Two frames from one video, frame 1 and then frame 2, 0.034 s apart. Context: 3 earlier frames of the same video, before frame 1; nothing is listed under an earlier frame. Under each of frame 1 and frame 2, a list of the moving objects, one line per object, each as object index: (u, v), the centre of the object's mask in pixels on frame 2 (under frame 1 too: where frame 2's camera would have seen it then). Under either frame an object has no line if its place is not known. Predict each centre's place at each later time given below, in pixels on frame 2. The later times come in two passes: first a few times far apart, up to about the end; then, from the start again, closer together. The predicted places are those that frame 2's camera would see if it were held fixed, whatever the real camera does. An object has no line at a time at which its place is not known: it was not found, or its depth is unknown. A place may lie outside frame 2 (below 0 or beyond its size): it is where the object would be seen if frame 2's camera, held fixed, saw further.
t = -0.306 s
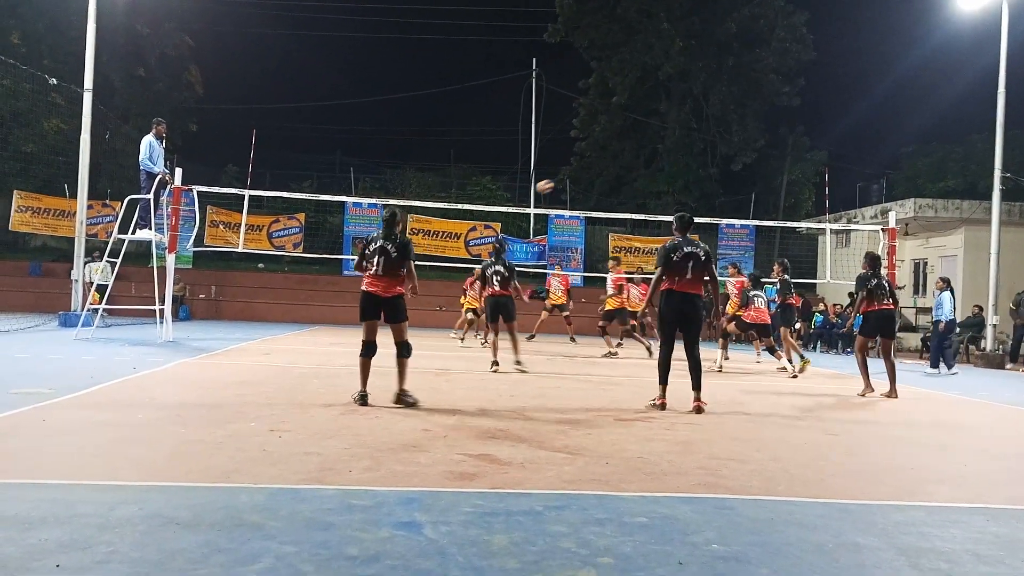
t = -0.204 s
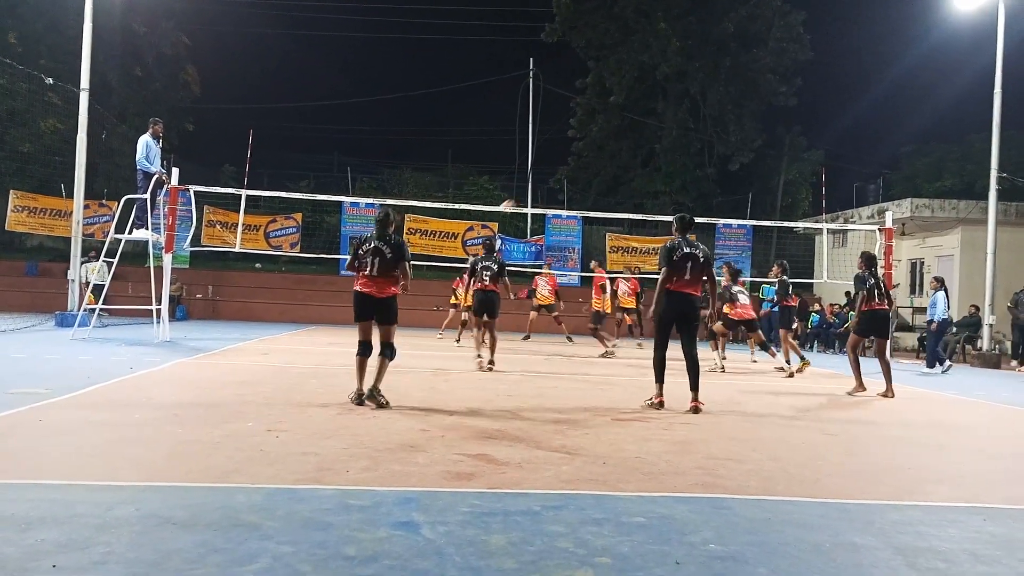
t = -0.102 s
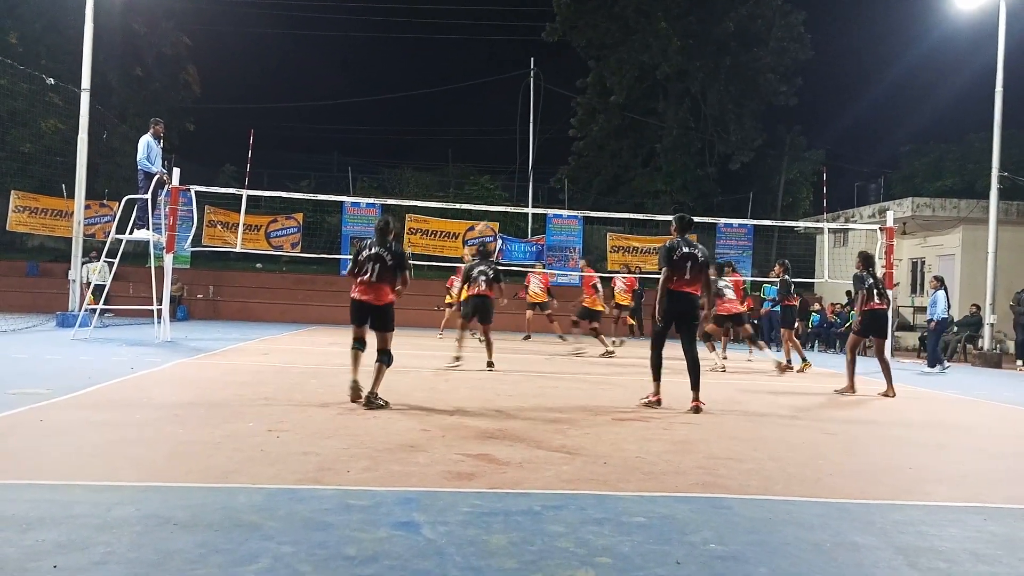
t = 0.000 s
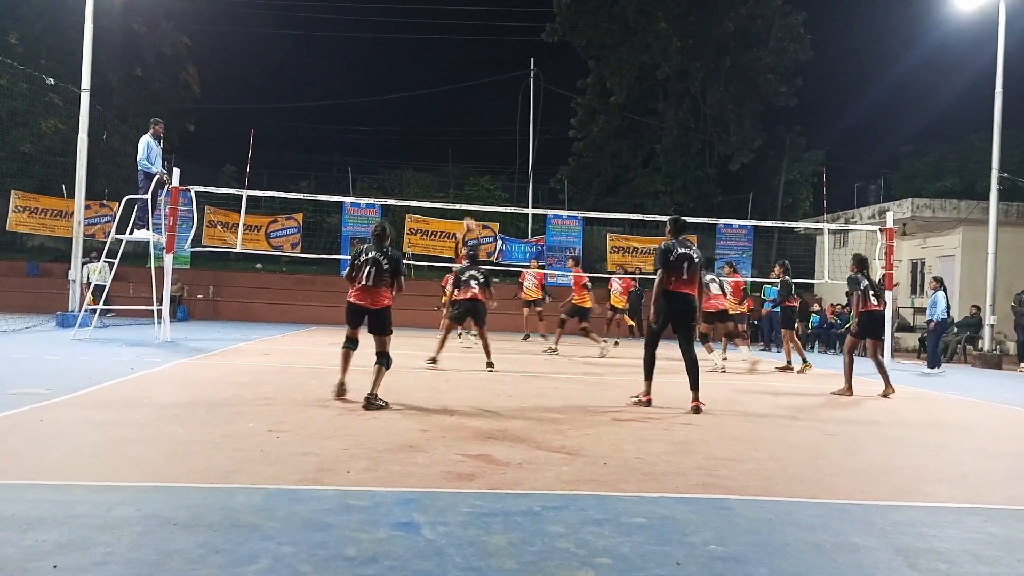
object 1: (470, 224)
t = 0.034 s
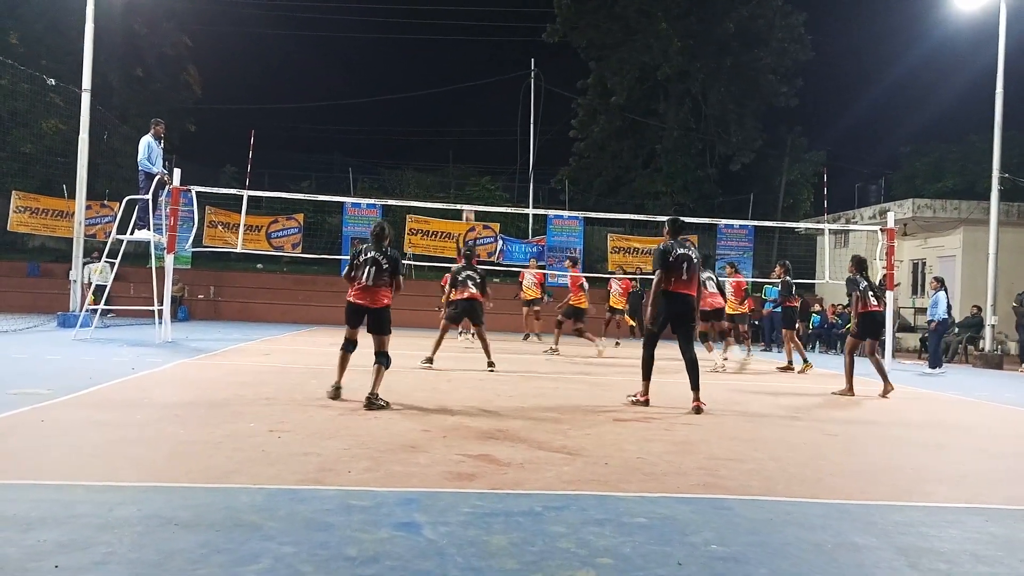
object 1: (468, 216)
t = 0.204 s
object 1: (461, 175)
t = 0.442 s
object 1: (449, 140)
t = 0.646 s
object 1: (436, 136)
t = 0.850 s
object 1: (421, 163)
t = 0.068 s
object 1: (467, 201)
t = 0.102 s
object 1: (465, 197)
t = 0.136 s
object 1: (464, 190)
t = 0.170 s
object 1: (463, 182)
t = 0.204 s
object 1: (461, 175)
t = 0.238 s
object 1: (459, 168)
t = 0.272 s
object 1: (458, 162)
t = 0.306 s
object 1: (456, 156)
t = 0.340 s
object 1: (455, 151)
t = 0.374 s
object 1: (453, 147)
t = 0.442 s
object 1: (449, 140)
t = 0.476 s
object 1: (447, 137)
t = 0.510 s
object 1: (445, 136)
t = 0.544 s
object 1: (443, 135)
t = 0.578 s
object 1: (441, 134)
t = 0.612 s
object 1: (438, 134)
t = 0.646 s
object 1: (436, 136)
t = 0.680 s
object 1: (434, 138)
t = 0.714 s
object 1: (431, 141)
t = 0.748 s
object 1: (429, 145)
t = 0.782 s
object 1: (426, 150)
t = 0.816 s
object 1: (424, 156)
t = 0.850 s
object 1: (421, 163)
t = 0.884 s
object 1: (419, 171)
